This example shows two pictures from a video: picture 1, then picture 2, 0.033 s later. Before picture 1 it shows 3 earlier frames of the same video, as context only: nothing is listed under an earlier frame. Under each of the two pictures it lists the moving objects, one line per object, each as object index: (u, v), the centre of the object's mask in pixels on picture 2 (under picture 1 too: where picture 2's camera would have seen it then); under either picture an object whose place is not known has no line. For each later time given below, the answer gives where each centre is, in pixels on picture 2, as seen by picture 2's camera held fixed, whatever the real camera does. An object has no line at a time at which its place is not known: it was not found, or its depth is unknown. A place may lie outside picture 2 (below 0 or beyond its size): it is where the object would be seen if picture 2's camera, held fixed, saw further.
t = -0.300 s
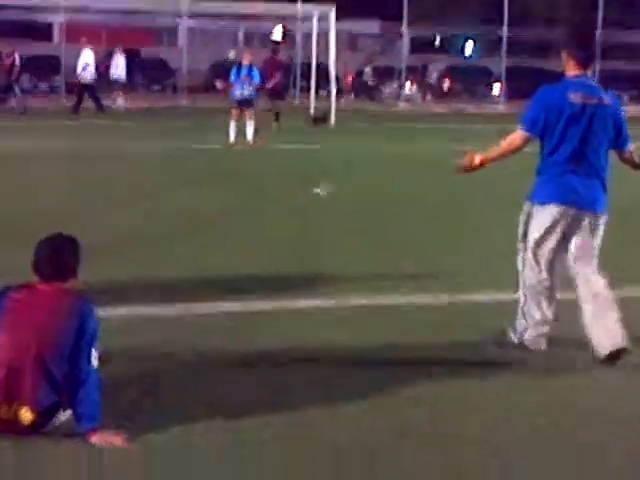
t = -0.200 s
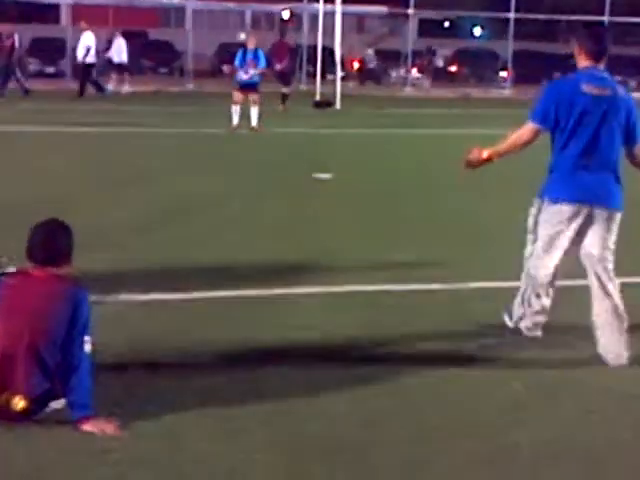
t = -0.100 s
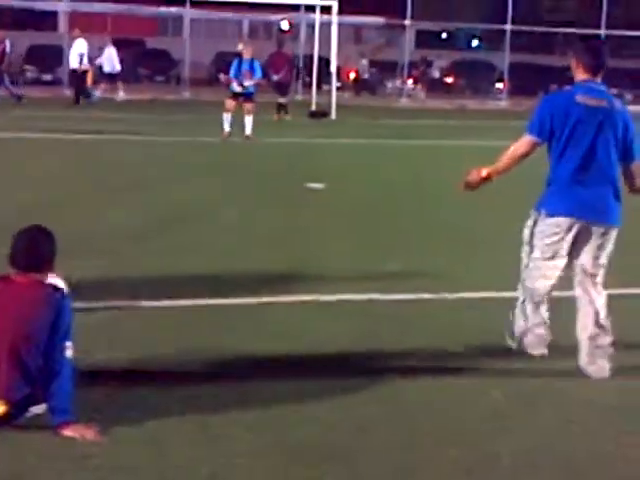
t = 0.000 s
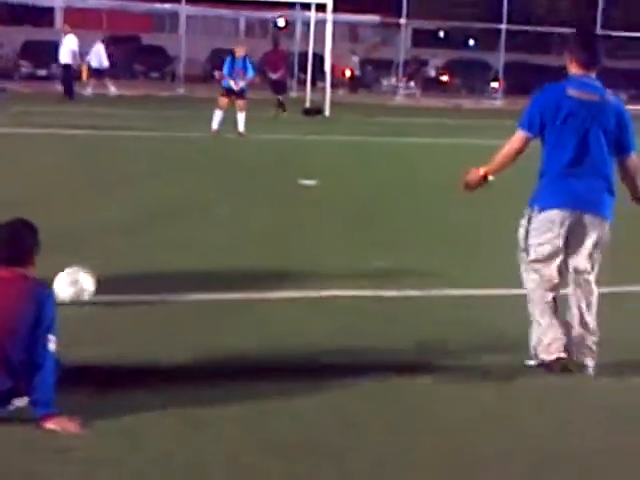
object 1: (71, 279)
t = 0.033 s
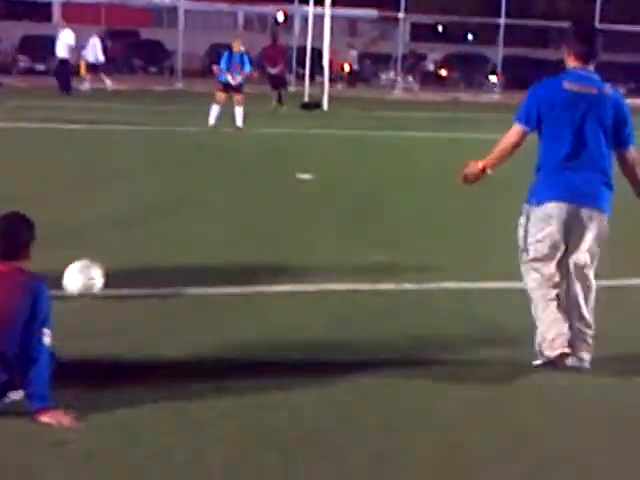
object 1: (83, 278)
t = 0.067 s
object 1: (96, 278)
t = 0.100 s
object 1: (110, 278)
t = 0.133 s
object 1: (123, 278)
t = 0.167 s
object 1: (135, 278)
